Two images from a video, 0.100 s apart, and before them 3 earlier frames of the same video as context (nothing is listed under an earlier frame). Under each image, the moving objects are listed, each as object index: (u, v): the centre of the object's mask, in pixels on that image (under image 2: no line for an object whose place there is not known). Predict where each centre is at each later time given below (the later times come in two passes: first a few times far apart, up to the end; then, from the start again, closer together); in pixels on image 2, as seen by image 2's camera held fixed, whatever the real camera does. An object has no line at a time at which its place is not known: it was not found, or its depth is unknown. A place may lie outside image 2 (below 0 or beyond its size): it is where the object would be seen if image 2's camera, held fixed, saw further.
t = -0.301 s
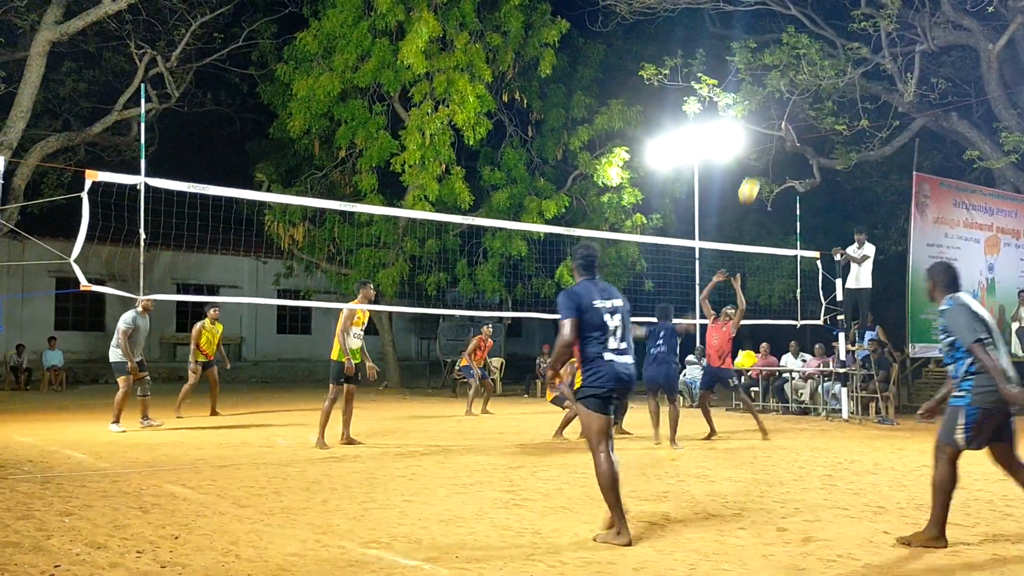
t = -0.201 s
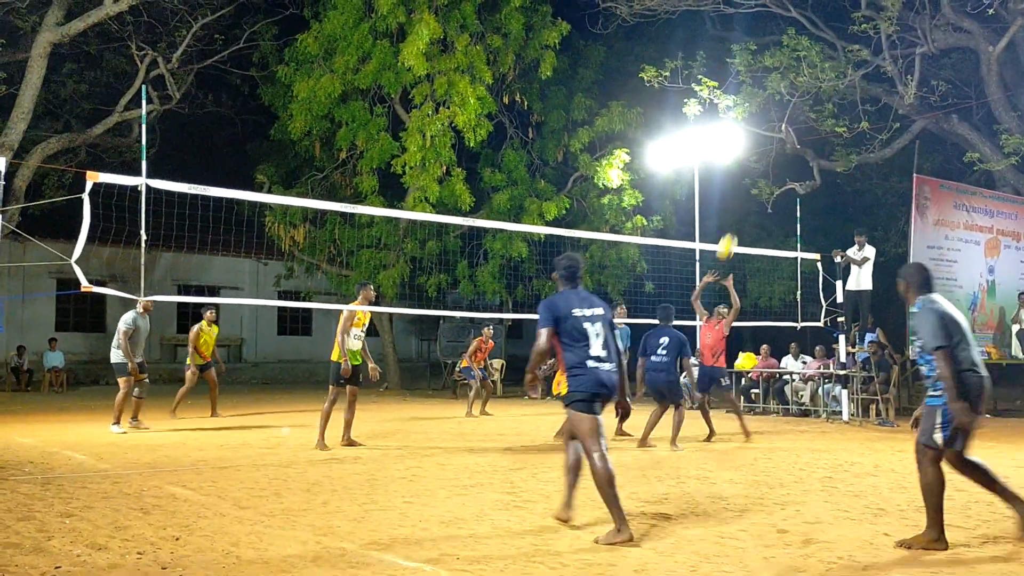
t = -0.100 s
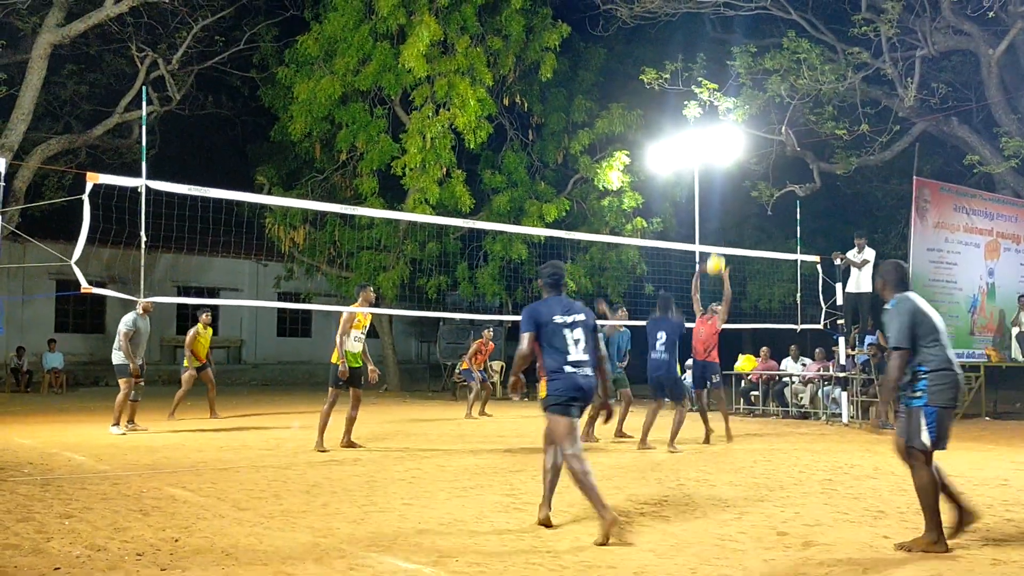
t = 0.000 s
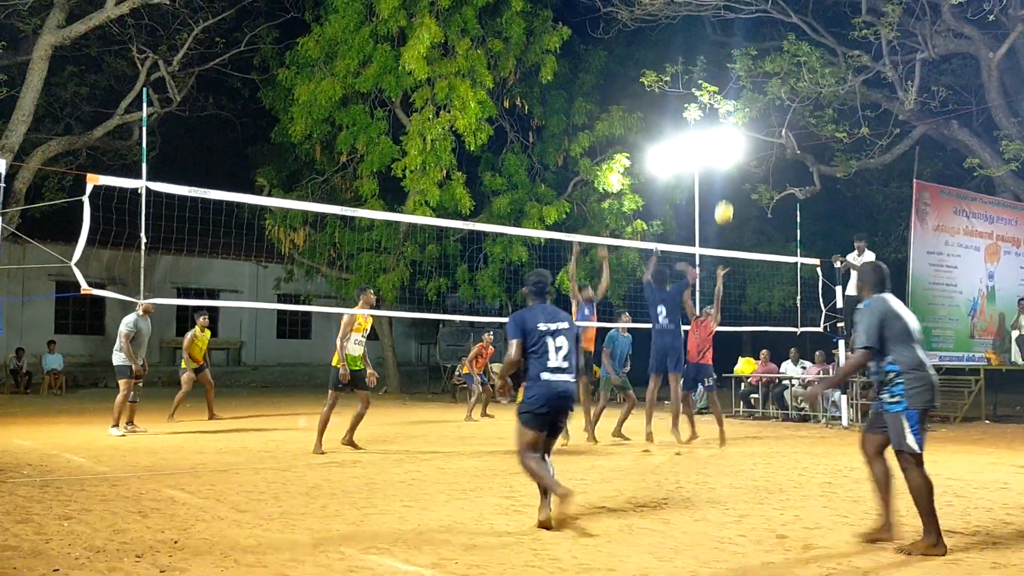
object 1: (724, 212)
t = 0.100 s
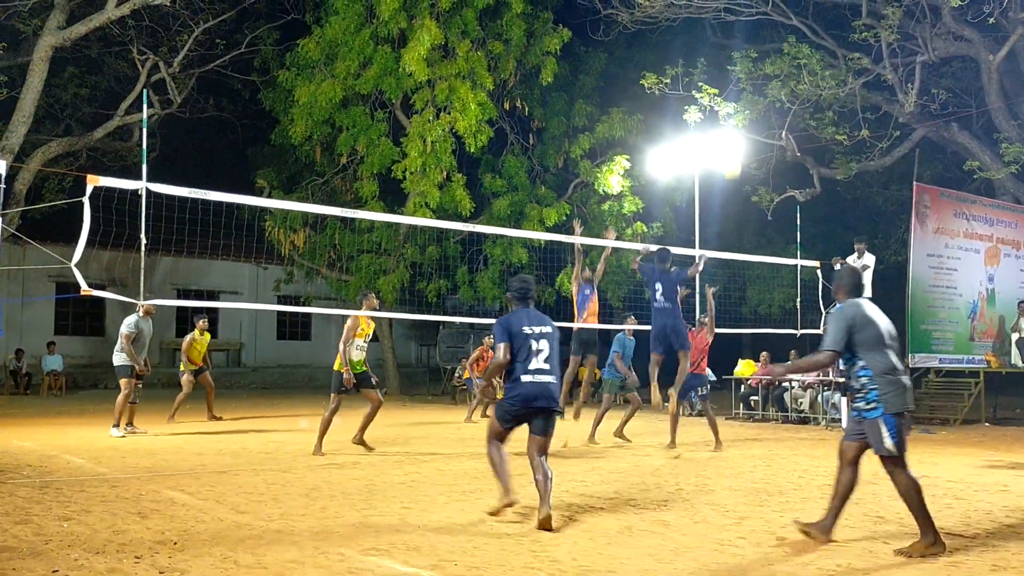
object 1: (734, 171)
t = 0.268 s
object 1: (745, 109)
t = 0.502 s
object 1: (763, 64)
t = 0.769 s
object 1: (783, 65)
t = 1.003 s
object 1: (801, 114)
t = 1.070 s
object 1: (807, 136)
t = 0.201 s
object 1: (741, 124)
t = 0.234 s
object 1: (742, 119)
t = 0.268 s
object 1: (745, 109)
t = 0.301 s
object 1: (748, 100)
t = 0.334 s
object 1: (750, 92)
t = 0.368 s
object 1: (753, 84)
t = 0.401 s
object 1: (756, 78)
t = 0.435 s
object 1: (758, 73)
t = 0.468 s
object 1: (761, 68)
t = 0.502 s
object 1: (763, 64)
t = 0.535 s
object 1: (766, 61)
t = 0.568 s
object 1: (768, 59)
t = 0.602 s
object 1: (771, 58)
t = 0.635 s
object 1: (773, 58)
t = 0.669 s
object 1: (776, 58)
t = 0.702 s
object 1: (778, 60)
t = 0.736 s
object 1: (781, 62)
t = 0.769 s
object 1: (783, 65)
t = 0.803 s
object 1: (786, 69)
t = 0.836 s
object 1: (788, 75)
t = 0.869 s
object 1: (791, 80)
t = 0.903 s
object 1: (794, 88)
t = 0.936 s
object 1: (796, 96)
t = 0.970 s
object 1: (799, 104)
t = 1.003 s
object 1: (801, 114)
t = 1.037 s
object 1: (804, 125)
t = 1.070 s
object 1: (807, 136)
